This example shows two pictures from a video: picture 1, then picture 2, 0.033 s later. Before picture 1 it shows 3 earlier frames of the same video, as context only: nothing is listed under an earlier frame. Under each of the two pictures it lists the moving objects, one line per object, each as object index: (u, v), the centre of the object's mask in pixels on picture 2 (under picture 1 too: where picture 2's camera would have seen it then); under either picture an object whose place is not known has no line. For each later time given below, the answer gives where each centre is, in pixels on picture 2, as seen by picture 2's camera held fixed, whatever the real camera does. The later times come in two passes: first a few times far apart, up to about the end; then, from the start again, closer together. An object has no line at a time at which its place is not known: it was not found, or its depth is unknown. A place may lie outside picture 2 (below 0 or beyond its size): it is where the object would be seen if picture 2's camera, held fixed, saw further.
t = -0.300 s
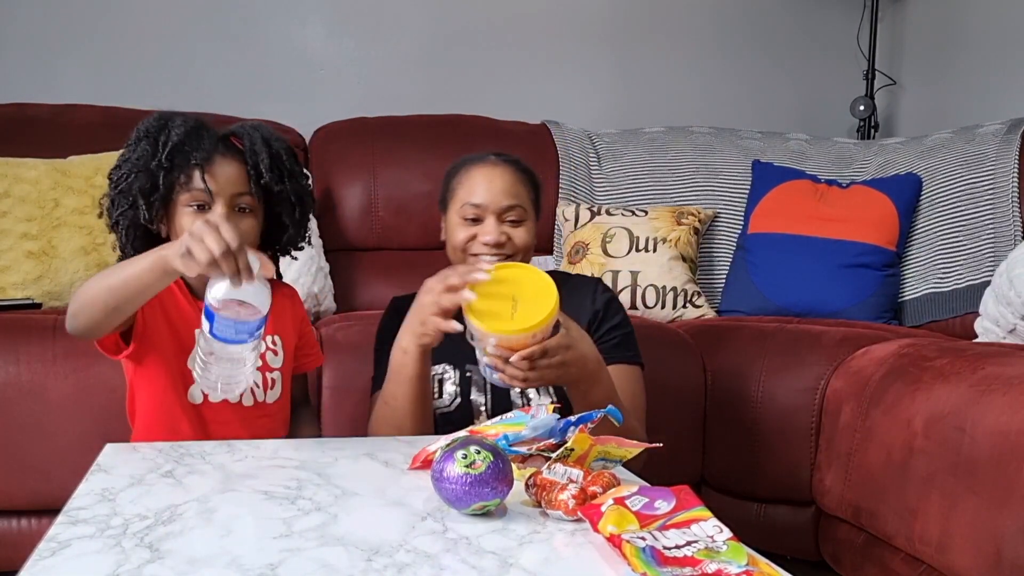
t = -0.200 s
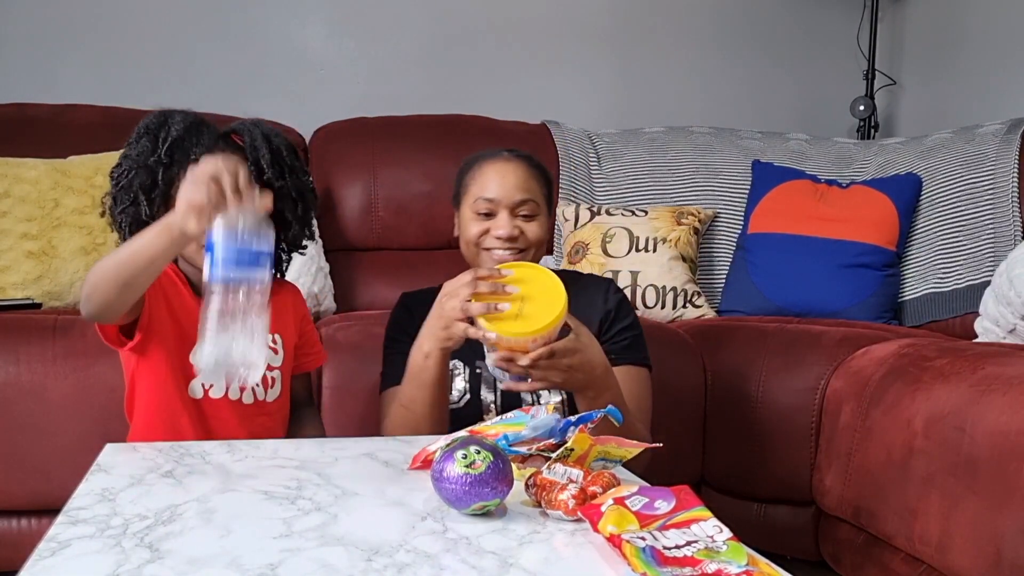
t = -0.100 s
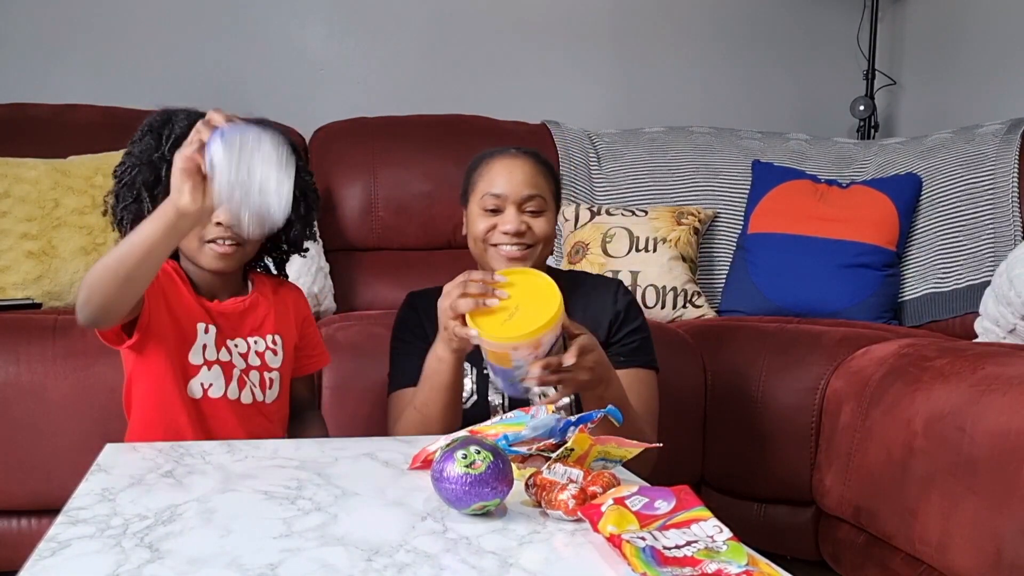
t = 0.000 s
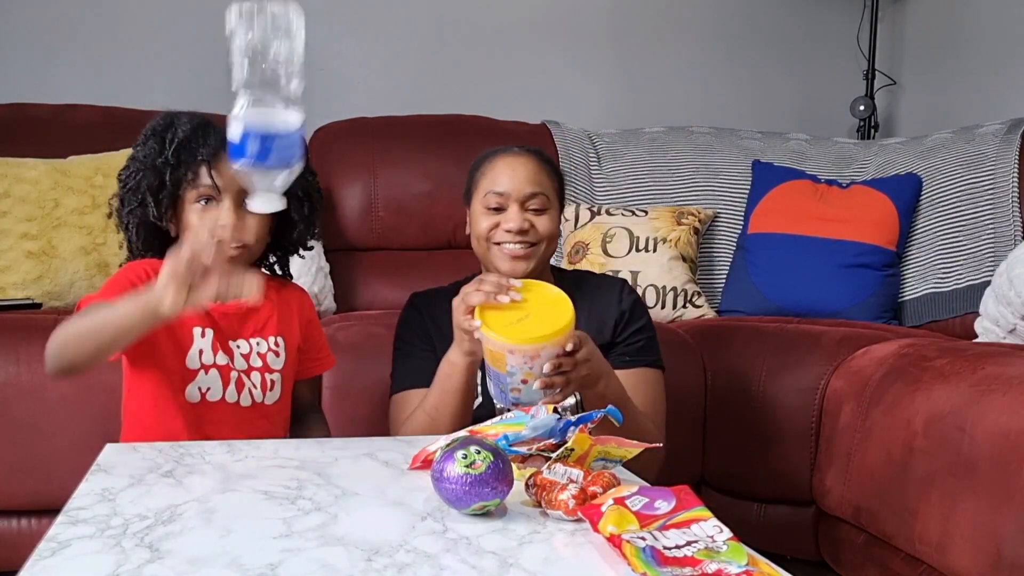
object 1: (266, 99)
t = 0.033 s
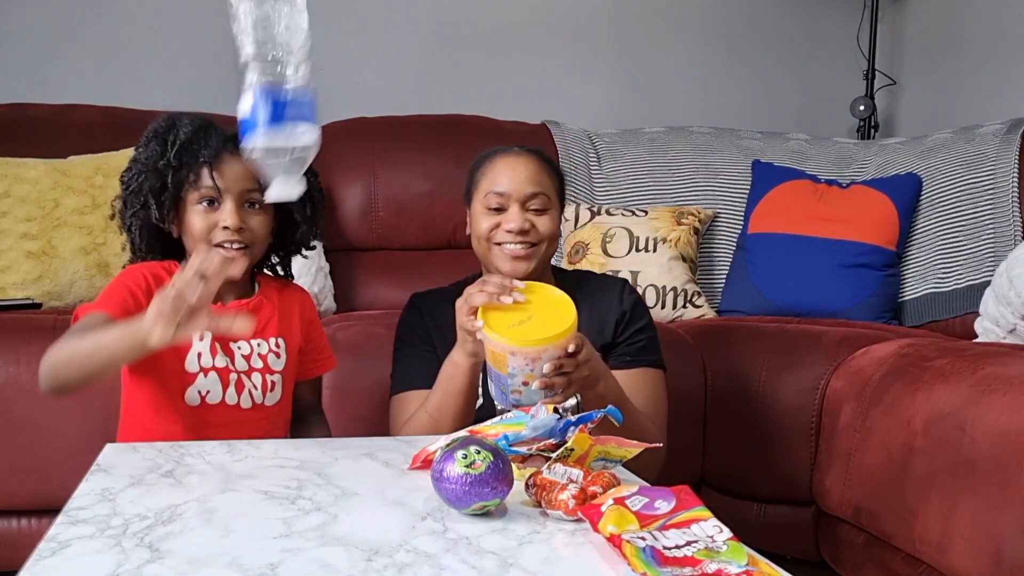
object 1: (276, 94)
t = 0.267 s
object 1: (300, 202)
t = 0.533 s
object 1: (294, 432)
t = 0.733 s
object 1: (290, 445)
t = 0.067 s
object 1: (286, 83)
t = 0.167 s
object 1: (296, 66)
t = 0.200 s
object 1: (298, 95)
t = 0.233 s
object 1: (300, 136)
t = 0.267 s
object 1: (300, 202)
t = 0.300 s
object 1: (302, 280)
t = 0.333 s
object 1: (302, 366)
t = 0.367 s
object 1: (302, 401)
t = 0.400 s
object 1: (301, 402)
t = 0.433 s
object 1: (300, 404)
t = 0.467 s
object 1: (298, 410)
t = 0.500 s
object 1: (296, 418)
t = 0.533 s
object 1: (294, 432)
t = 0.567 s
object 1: (293, 444)
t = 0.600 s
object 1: (292, 444)
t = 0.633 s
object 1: (291, 445)
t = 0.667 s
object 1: (290, 445)
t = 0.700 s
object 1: (290, 445)
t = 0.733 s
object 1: (290, 445)
